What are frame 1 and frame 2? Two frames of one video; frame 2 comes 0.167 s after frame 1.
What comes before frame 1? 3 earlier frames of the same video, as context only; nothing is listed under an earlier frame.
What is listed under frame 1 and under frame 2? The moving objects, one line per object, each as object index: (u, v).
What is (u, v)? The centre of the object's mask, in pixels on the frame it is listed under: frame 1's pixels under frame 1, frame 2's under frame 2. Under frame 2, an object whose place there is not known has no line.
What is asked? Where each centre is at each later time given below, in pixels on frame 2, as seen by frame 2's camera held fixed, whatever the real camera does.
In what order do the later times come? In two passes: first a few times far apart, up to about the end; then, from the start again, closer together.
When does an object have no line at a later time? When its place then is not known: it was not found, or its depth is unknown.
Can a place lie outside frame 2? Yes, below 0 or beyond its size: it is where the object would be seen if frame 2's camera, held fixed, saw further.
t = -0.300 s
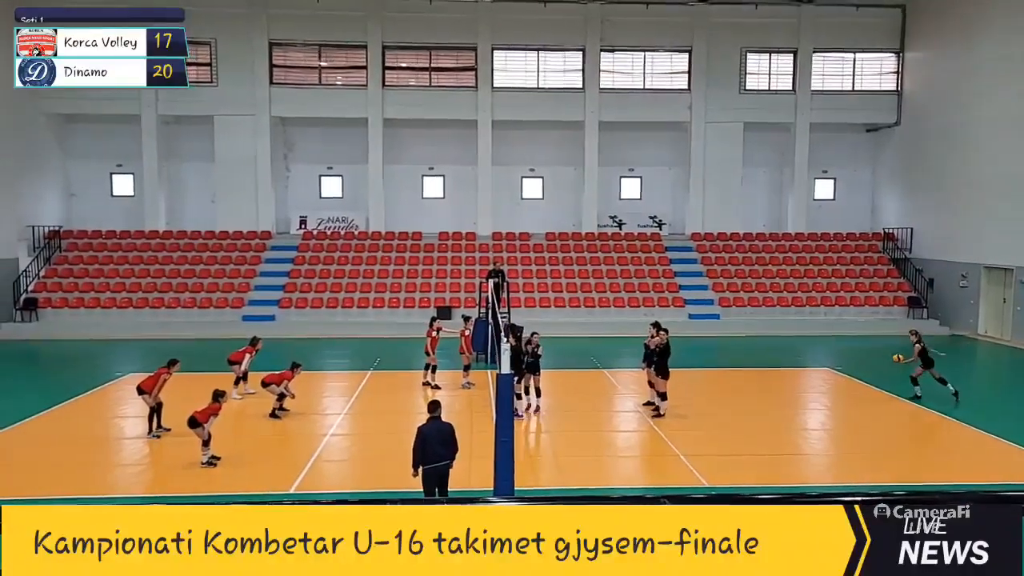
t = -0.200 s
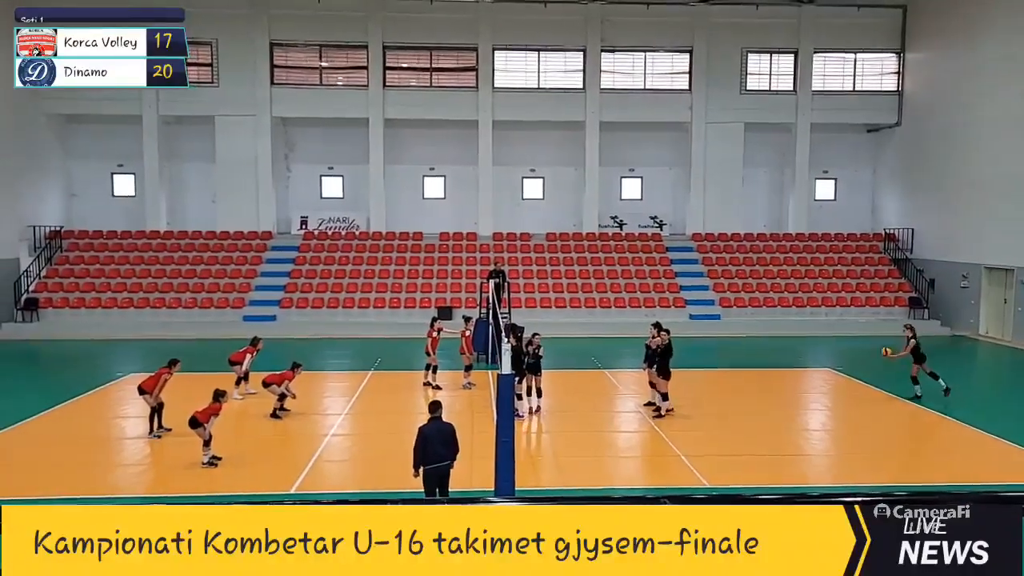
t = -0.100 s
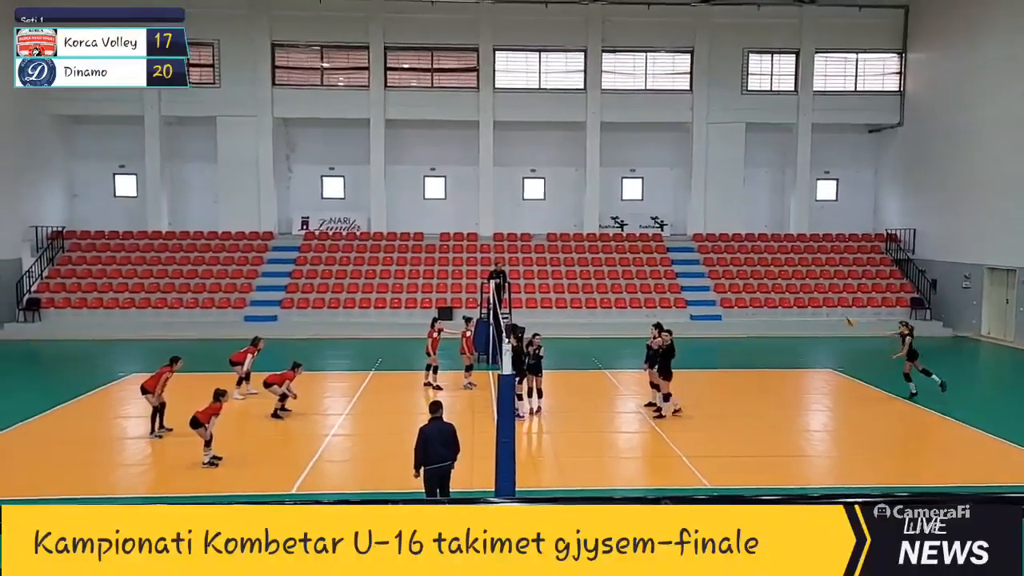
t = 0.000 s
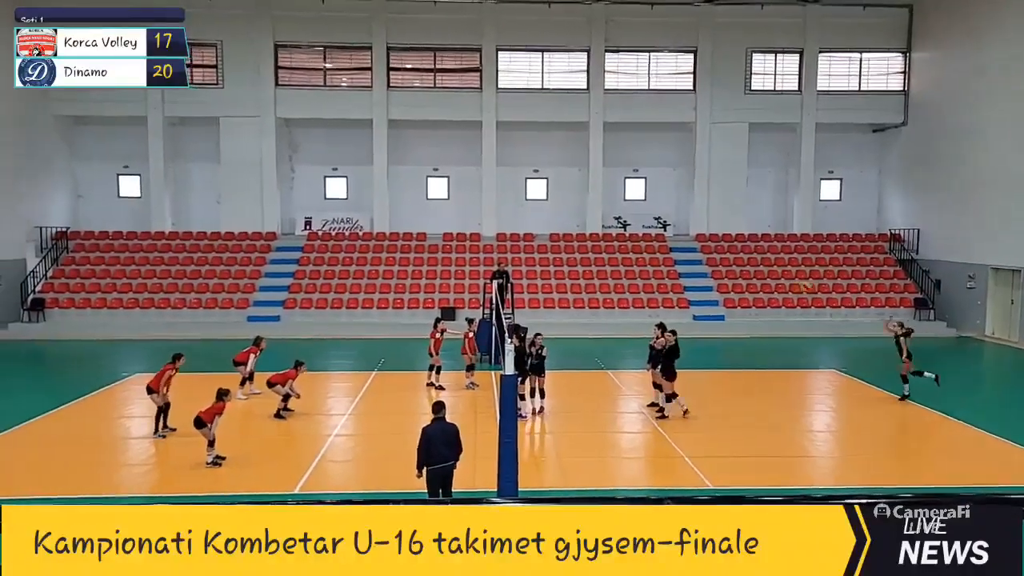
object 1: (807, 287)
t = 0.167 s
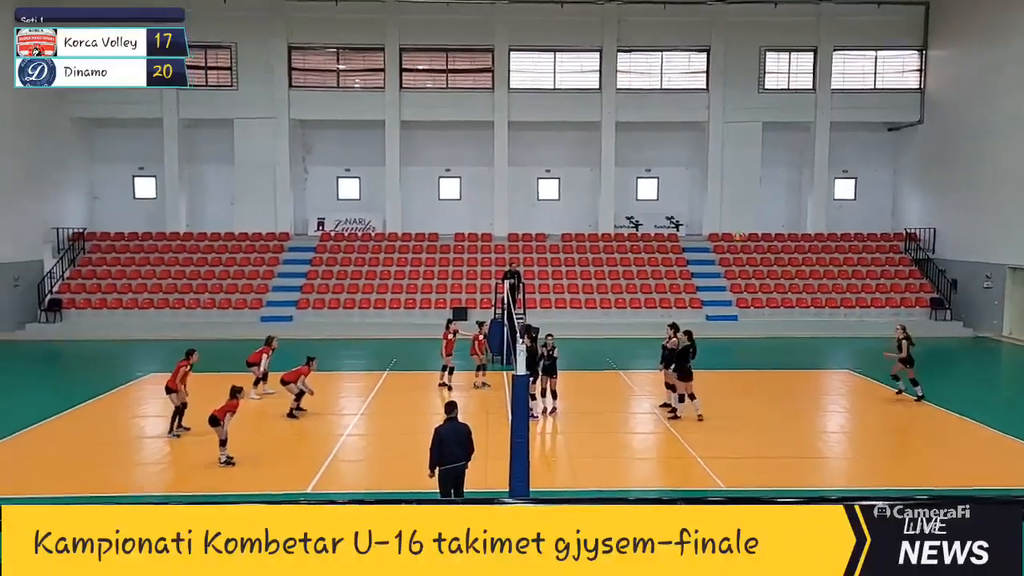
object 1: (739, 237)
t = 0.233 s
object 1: (706, 223)
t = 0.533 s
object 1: (565, 183)
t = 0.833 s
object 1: (427, 183)
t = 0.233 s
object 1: (706, 223)
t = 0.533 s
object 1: (565, 183)
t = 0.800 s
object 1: (442, 181)
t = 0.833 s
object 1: (427, 183)
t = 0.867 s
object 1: (412, 186)
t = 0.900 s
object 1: (396, 190)
